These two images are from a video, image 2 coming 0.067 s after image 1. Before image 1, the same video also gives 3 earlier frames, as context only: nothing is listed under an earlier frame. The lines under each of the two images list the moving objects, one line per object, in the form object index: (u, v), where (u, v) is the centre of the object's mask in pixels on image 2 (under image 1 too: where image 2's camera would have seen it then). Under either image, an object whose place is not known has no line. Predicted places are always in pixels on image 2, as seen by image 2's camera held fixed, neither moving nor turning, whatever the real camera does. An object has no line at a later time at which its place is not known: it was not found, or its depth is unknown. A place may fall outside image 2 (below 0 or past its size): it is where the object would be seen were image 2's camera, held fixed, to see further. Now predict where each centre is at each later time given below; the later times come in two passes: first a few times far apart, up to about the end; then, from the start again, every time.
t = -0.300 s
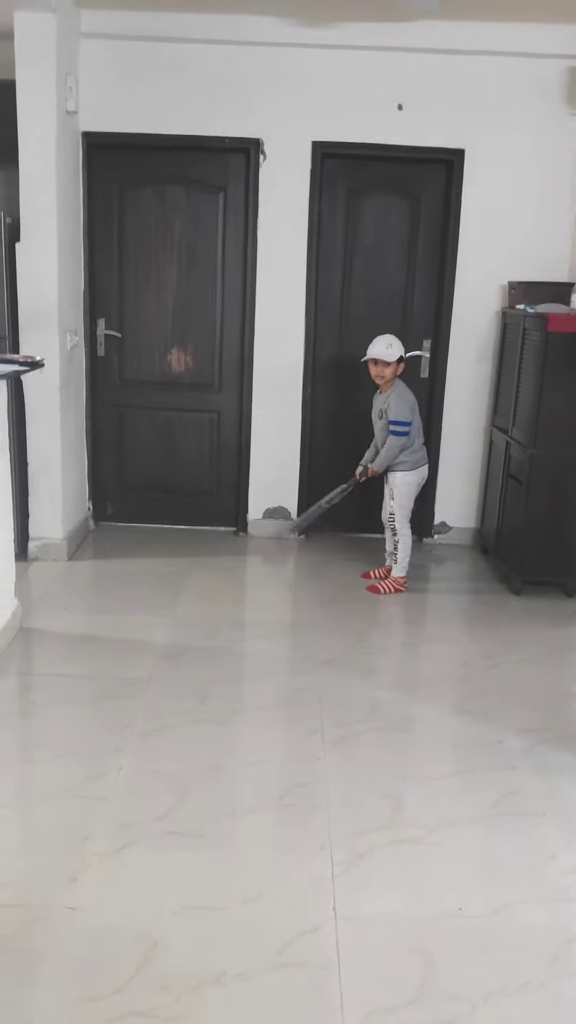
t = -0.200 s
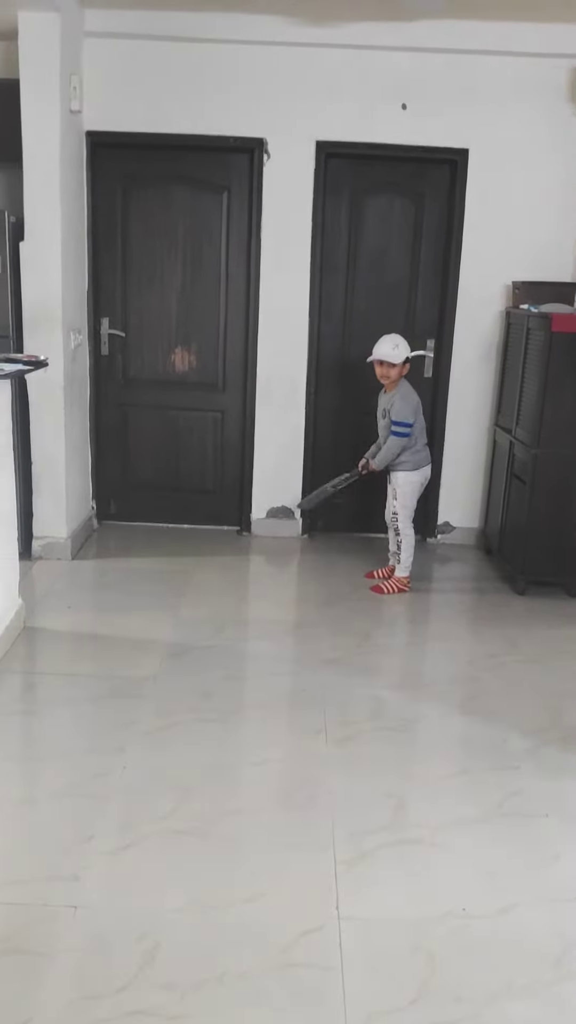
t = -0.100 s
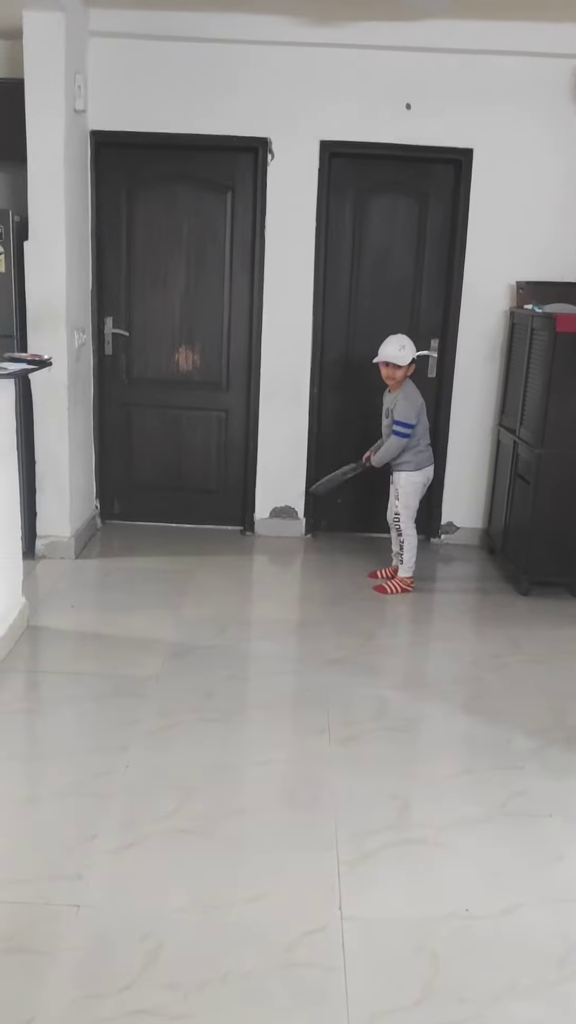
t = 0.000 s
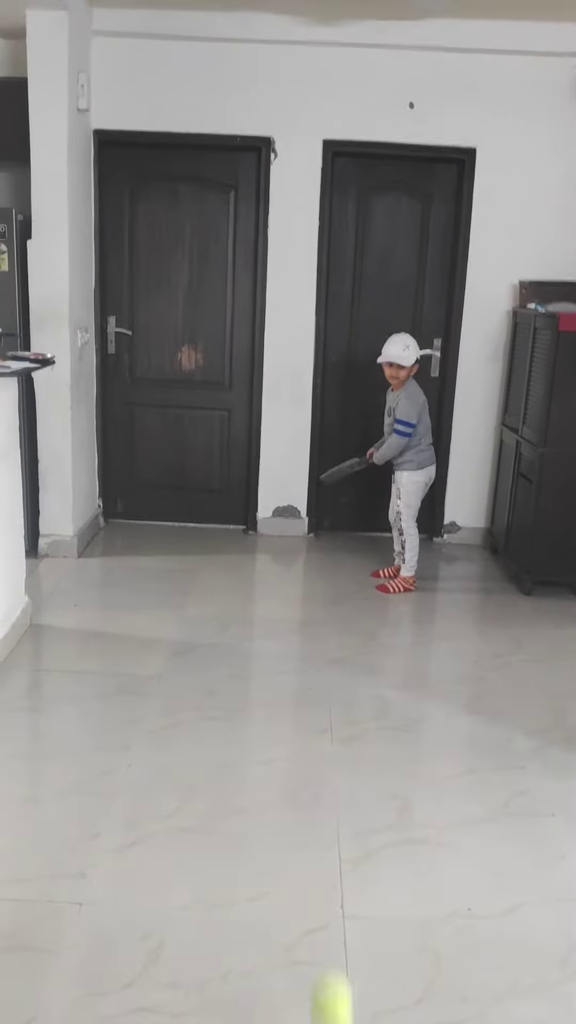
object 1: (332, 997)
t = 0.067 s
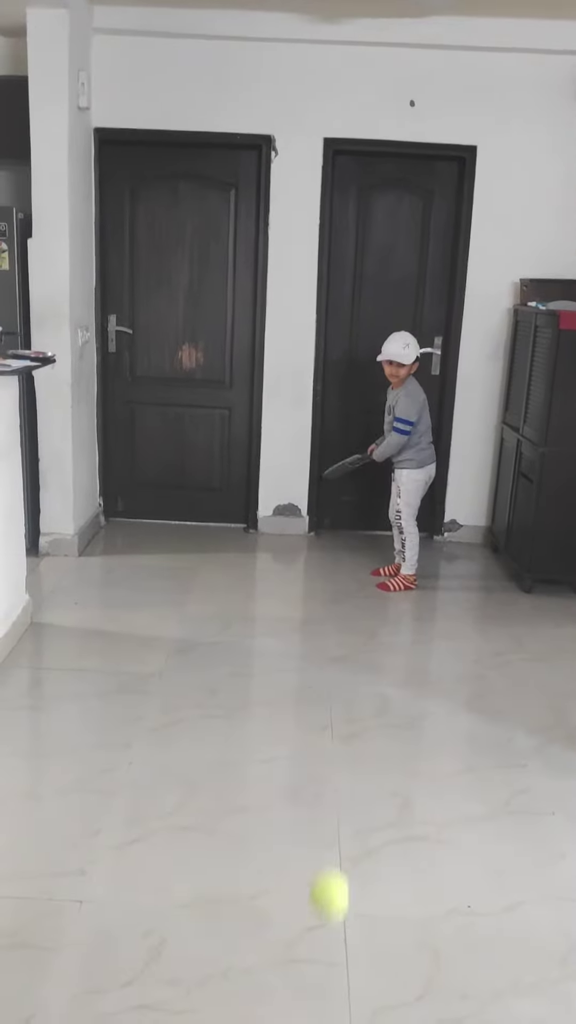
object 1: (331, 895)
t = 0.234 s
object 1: (320, 761)
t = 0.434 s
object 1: (304, 778)
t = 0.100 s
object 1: (329, 852)
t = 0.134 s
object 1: (326, 818)
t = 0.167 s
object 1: (325, 794)
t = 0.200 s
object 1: (322, 774)
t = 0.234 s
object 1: (320, 761)
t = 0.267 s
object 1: (317, 753)
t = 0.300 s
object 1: (314, 750)
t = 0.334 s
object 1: (312, 752)
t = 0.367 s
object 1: (310, 757)
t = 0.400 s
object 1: (307, 766)
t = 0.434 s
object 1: (304, 778)
